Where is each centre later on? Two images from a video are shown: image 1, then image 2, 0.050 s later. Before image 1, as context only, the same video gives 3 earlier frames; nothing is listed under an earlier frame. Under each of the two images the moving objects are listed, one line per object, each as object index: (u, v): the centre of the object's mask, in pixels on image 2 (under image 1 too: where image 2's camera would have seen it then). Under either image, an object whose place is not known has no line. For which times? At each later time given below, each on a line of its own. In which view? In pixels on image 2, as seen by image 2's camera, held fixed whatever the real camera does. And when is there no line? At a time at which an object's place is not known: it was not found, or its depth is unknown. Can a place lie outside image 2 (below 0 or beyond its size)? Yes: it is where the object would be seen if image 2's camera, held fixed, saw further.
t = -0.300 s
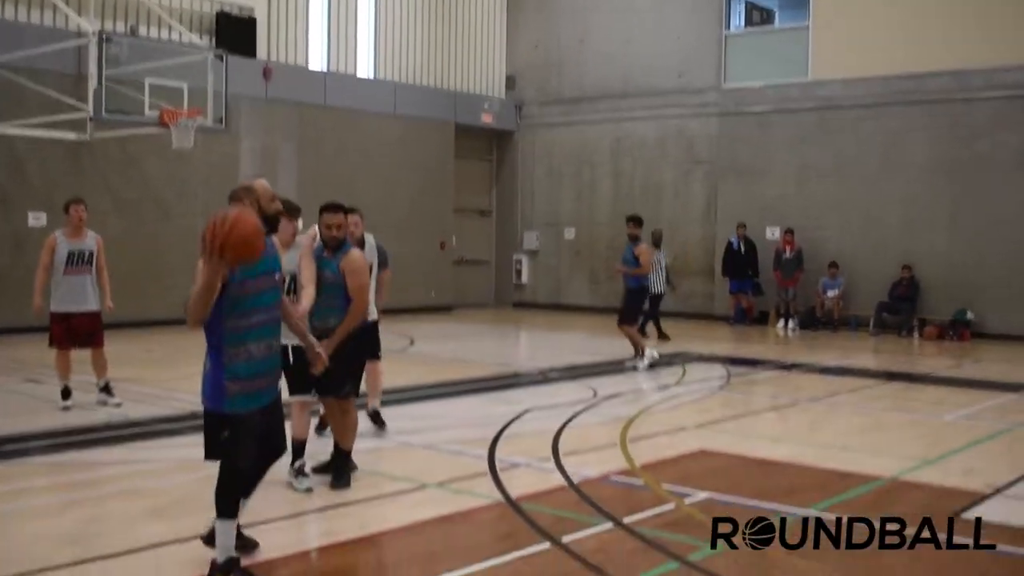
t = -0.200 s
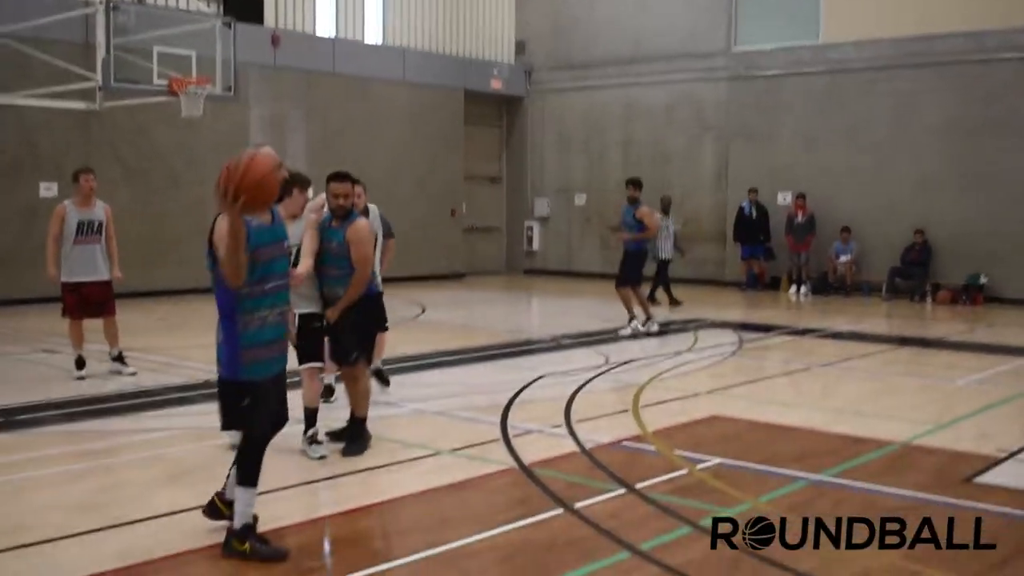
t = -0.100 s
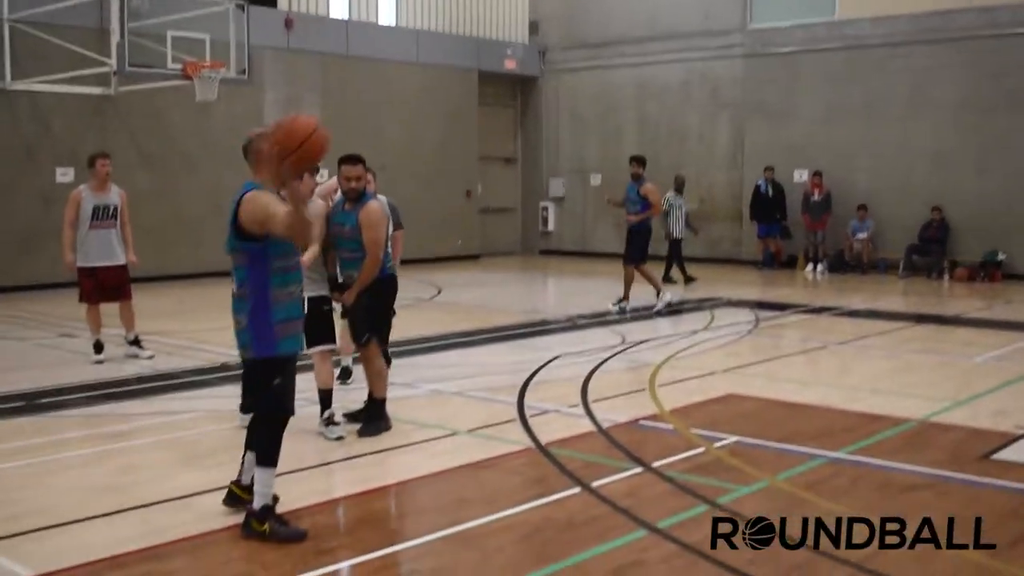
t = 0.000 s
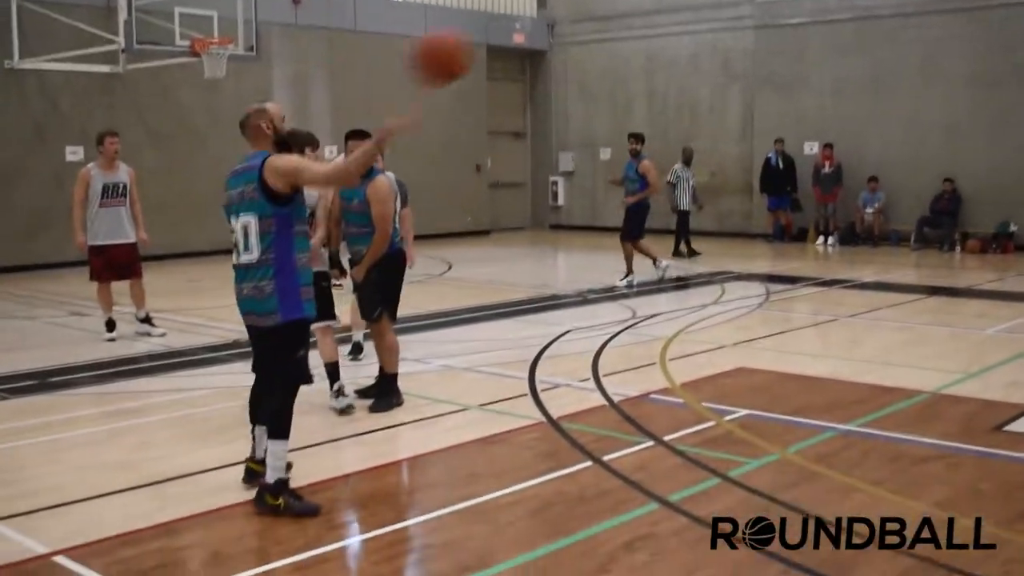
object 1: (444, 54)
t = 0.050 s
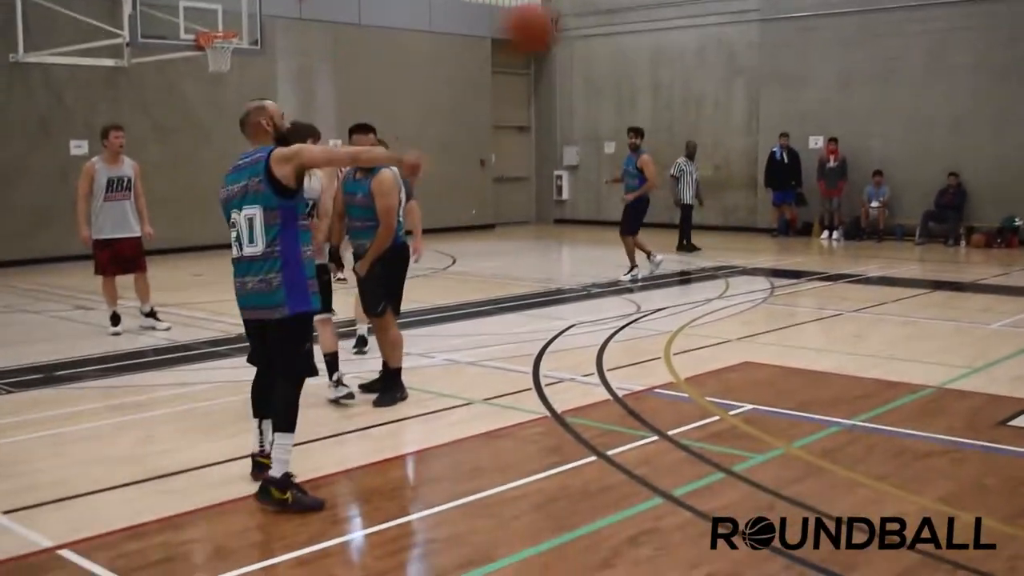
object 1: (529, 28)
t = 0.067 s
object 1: (557, 22)
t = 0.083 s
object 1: (581, 19)
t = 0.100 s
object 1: (608, 15)
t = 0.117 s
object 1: (629, 14)
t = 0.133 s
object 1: (654, 13)
